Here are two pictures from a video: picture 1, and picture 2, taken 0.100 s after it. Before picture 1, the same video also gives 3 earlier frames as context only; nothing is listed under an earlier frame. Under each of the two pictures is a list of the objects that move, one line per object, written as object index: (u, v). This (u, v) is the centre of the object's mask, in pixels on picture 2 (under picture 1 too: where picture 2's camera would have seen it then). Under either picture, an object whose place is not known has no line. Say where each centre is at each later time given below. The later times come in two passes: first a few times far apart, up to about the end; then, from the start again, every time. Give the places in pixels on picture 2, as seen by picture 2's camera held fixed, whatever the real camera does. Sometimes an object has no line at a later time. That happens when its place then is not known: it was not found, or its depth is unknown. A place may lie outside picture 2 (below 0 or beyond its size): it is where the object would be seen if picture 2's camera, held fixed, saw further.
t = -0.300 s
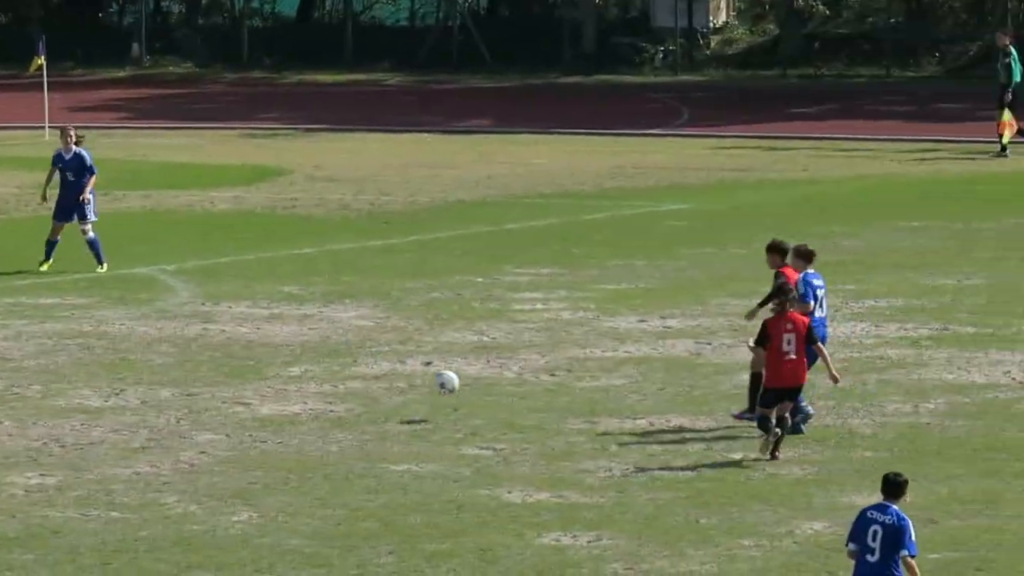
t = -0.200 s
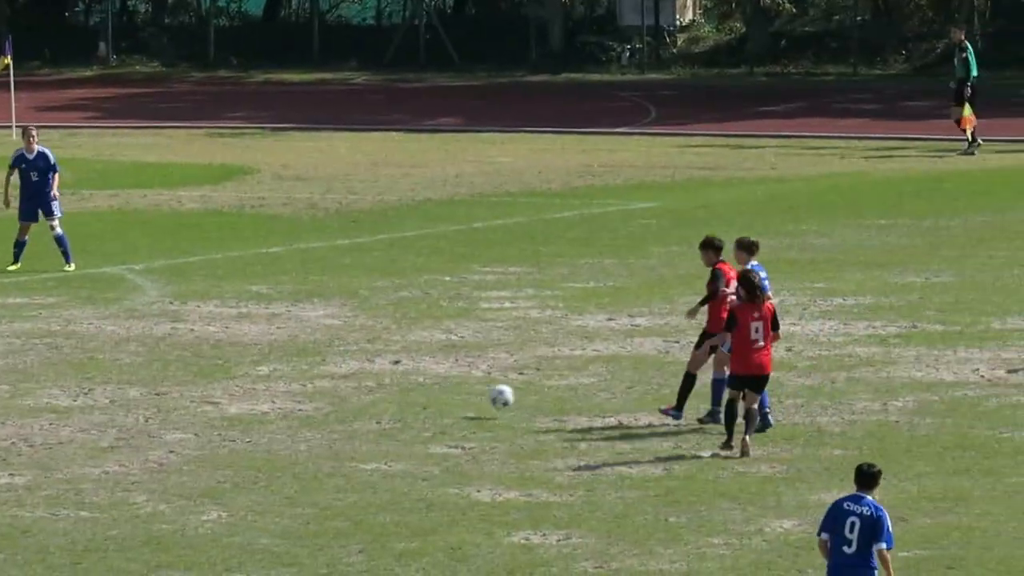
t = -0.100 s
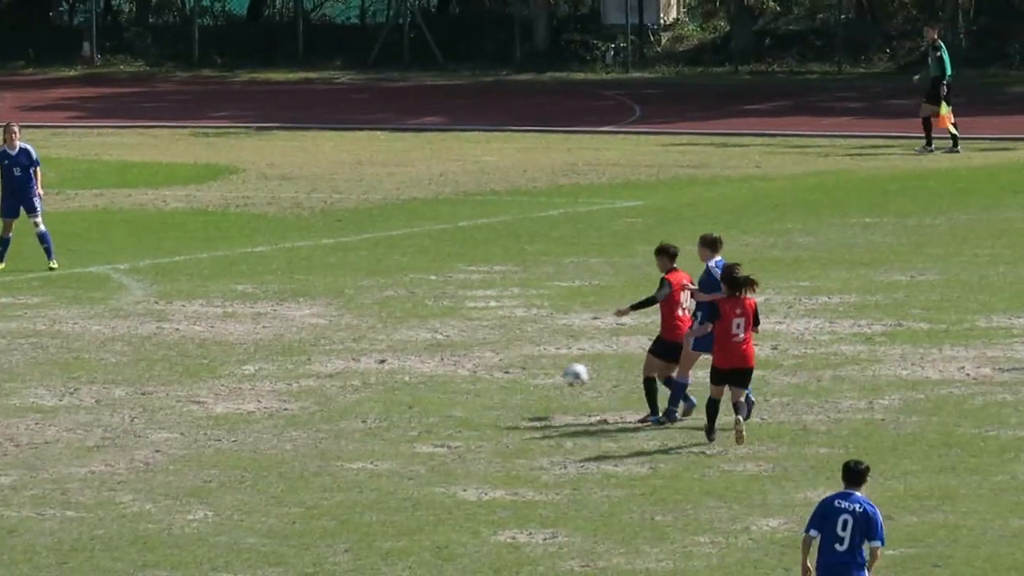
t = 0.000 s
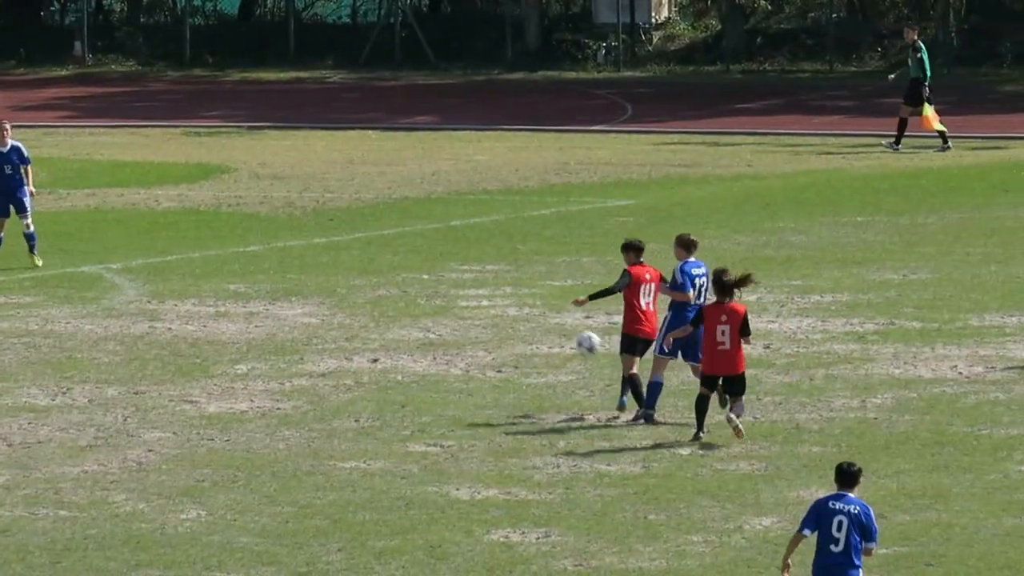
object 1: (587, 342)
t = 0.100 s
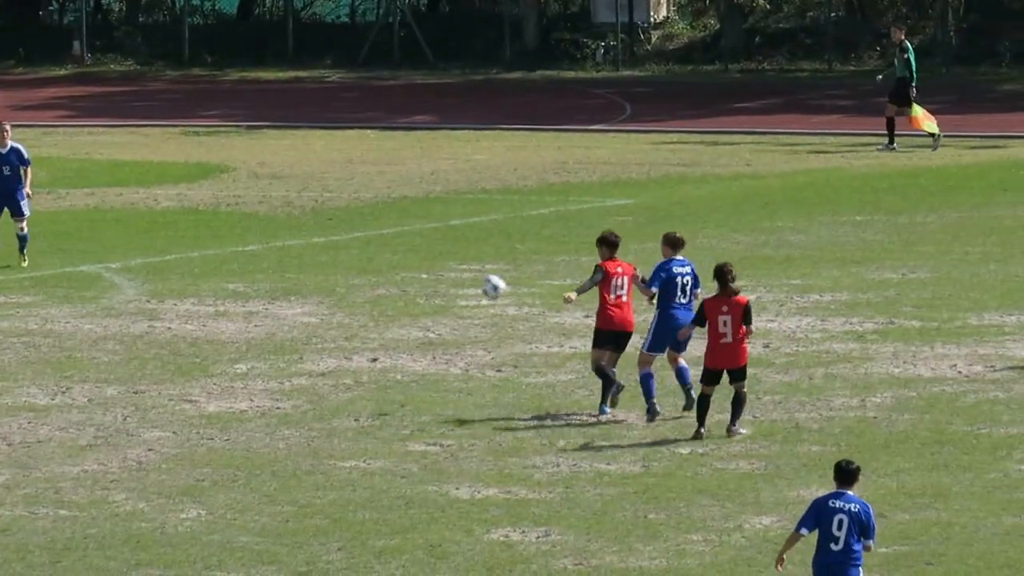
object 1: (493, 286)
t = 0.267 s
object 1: (341, 218)
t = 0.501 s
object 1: (137, 168)
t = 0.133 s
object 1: (463, 270)
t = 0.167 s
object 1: (432, 255)
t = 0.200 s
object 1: (402, 243)
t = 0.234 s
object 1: (371, 228)
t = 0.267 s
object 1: (341, 218)
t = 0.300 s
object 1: (312, 207)
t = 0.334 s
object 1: (282, 198)
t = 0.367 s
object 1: (253, 189)
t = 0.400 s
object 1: (223, 183)
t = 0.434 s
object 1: (194, 176)
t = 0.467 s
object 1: (165, 171)
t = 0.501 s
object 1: (137, 168)
